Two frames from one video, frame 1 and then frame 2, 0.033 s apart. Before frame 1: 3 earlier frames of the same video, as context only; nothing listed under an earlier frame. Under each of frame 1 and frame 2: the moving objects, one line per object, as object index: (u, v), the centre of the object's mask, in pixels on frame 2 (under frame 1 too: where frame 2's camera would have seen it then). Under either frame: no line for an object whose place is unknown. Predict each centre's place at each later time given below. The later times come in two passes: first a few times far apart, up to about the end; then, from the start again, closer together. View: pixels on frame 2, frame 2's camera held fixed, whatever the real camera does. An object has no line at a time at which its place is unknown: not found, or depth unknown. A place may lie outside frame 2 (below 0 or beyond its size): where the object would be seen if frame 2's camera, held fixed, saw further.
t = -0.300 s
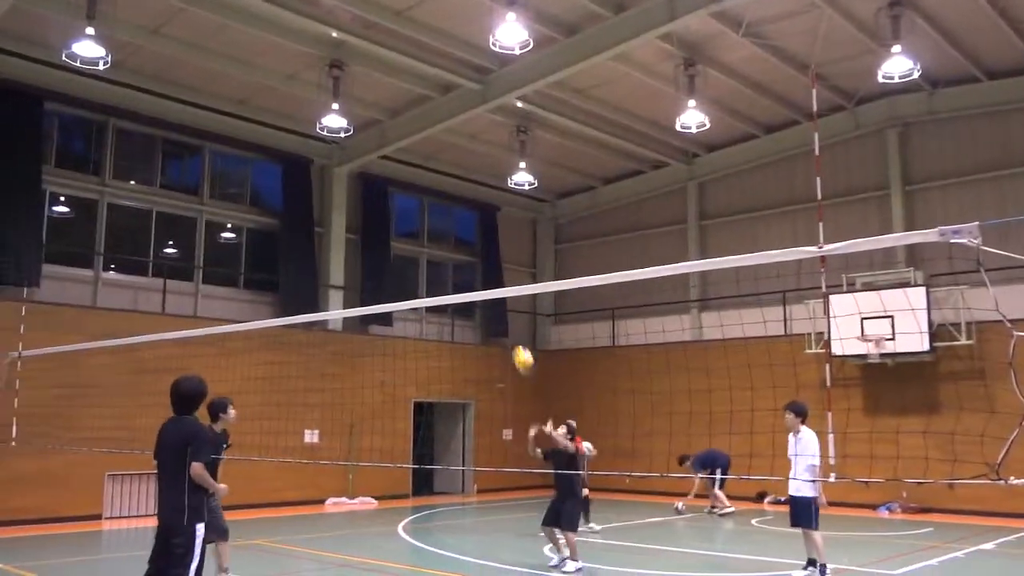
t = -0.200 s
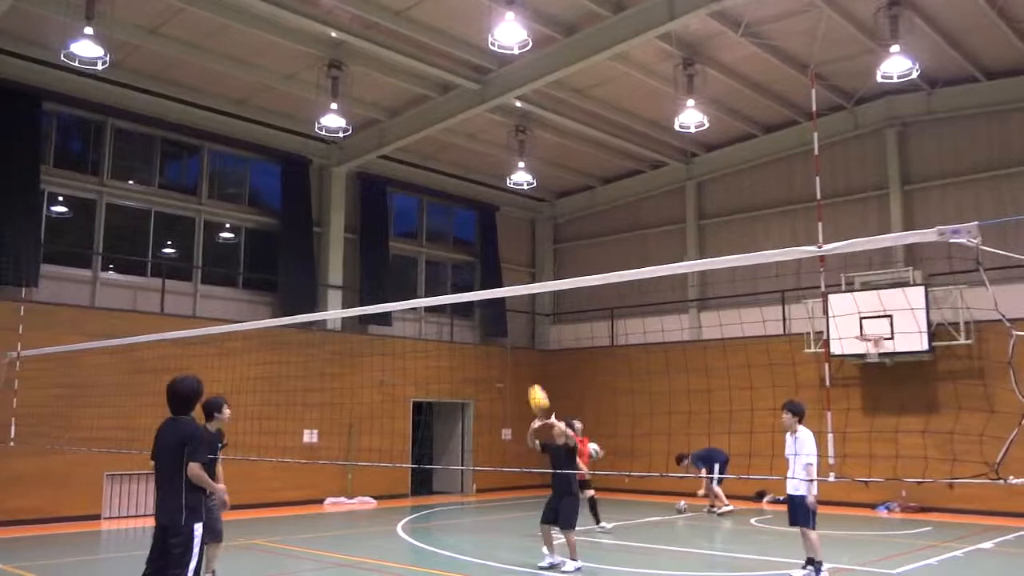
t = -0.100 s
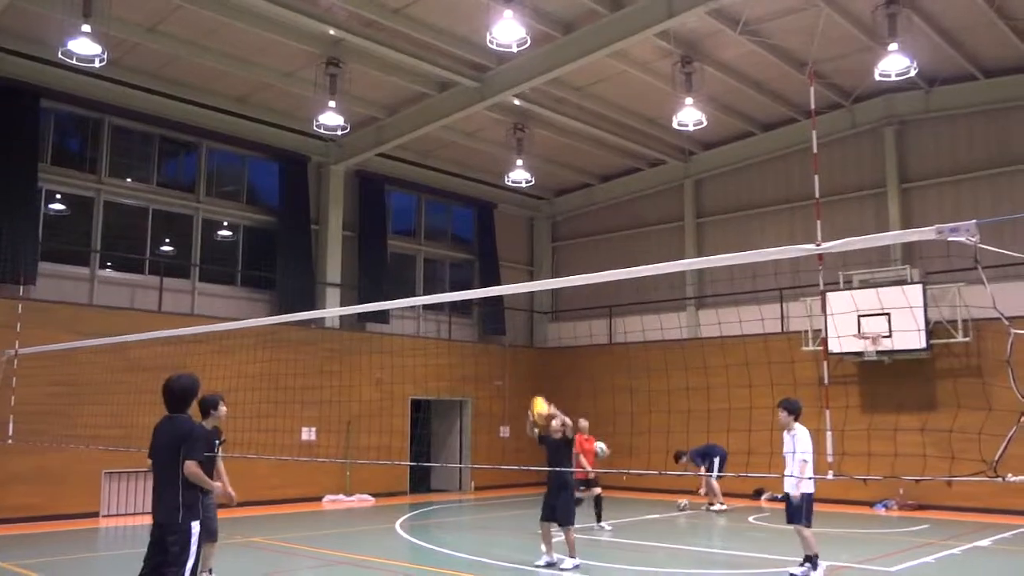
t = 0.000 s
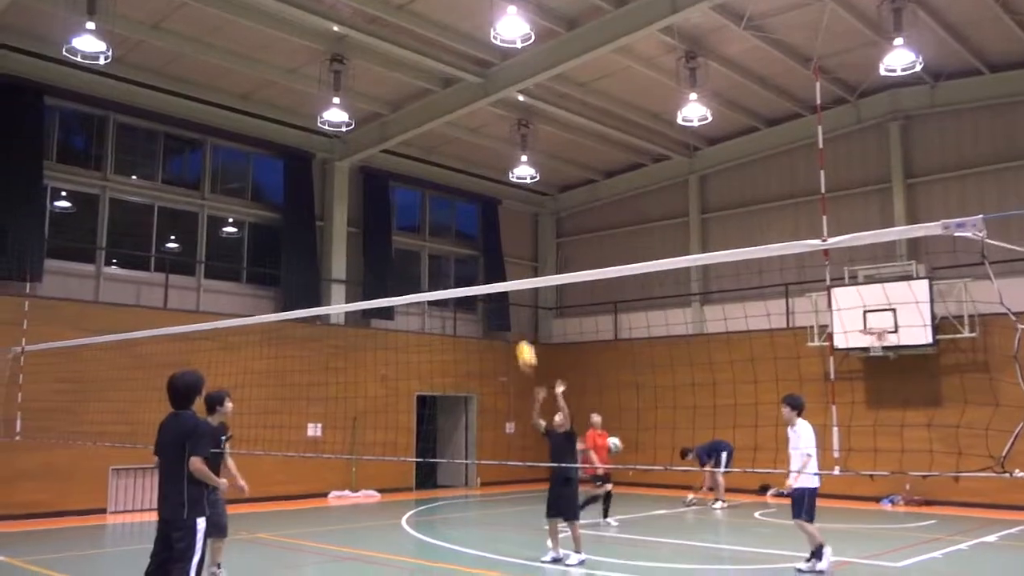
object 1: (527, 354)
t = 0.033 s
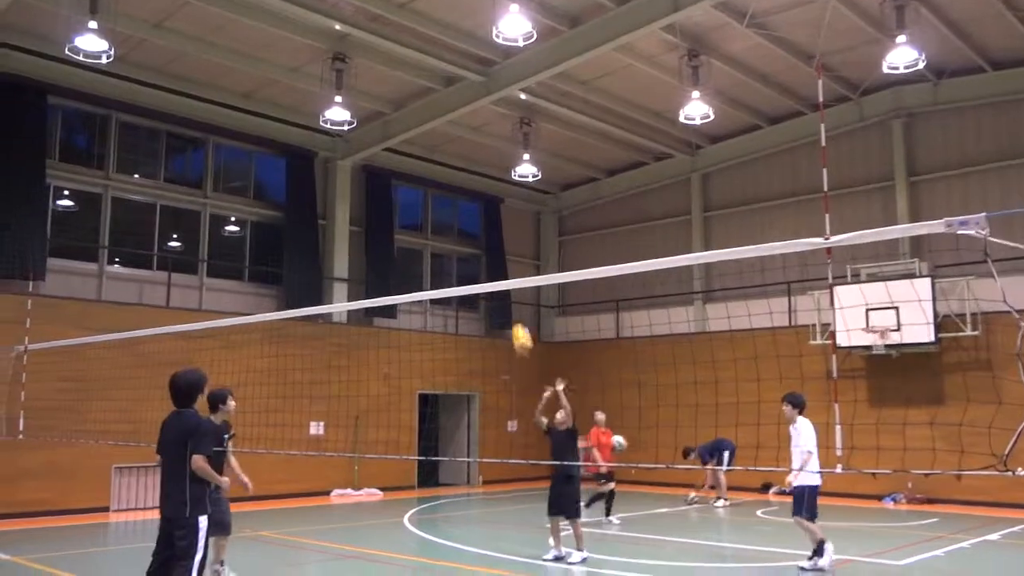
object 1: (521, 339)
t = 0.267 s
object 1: (473, 259)
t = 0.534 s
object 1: (419, 226)
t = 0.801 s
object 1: (362, 257)
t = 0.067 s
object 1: (514, 325)
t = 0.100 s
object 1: (507, 311)
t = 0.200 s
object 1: (484, 273)
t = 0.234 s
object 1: (480, 268)
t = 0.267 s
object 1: (473, 259)
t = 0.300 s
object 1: (467, 252)
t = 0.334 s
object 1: (460, 245)
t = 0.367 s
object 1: (453, 239)
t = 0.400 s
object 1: (446, 235)
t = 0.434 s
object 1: (440, 231)
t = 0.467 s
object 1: (432, 229)
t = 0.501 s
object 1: (426, 227)
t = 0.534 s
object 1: (419, 226)
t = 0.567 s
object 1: (411, 226)
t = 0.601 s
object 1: (405, 227)
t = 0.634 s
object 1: (398, 230)
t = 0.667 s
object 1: (391, 233)
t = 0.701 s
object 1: (383, 237)
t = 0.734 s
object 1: (375, 243)
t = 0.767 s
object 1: (369, 249)
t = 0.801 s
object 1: (362, 257)
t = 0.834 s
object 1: (355, 265)
